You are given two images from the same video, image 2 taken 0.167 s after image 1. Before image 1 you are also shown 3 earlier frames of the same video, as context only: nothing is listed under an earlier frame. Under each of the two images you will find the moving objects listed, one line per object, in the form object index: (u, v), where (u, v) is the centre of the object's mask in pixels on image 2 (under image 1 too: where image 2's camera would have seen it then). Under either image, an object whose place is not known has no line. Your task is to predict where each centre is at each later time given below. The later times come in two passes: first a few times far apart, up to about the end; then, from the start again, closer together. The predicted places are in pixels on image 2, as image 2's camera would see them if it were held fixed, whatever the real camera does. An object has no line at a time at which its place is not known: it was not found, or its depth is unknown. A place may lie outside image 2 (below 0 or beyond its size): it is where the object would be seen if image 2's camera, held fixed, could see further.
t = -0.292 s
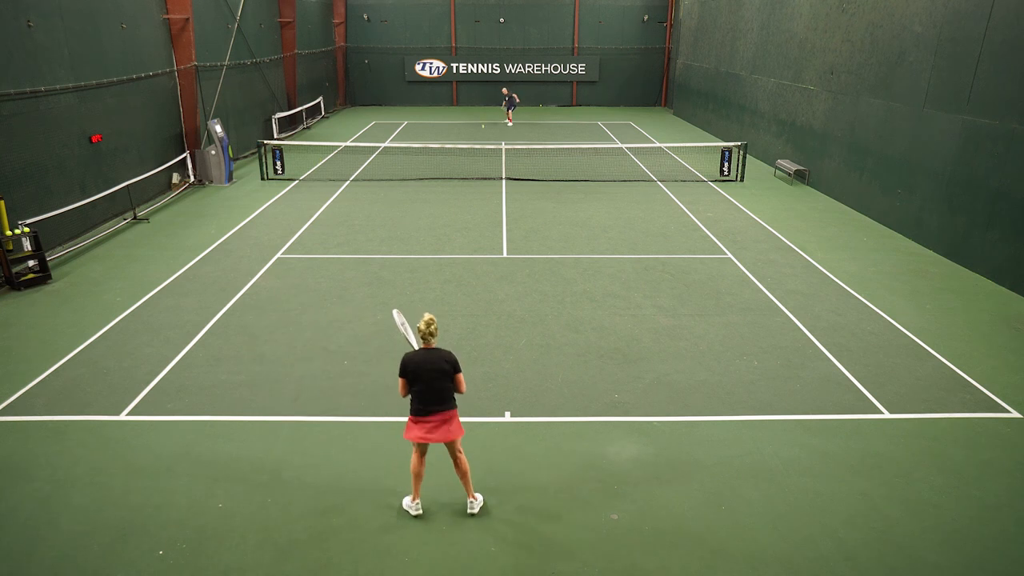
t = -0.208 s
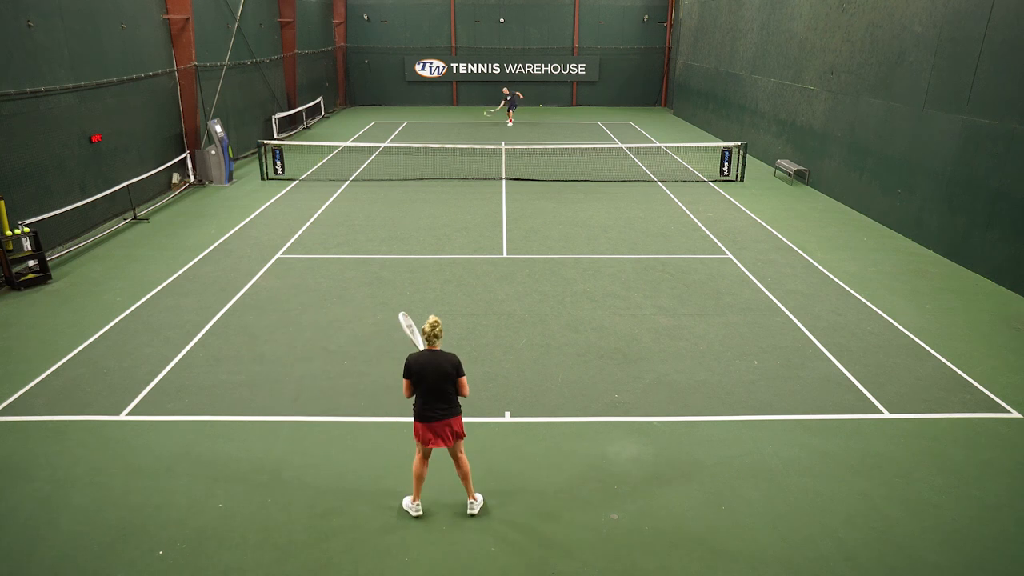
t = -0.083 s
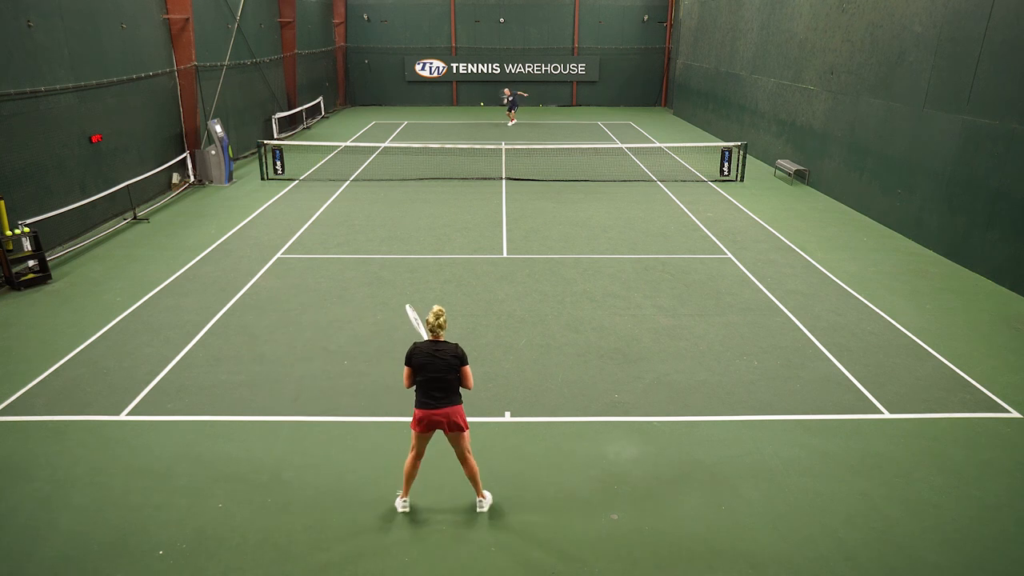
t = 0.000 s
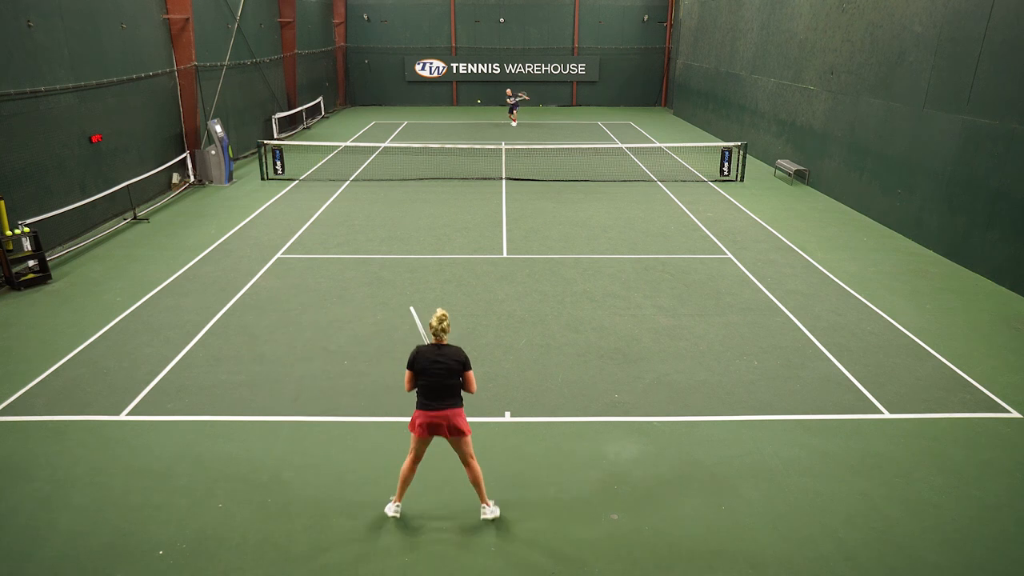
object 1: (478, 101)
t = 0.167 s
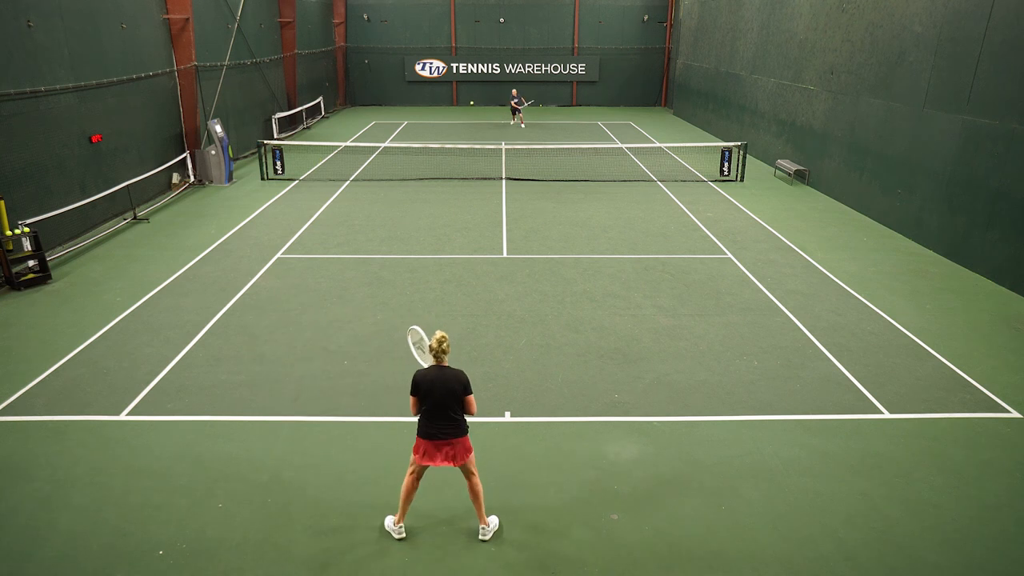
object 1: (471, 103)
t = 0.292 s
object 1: (464, 111)
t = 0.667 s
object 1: (434, 200)
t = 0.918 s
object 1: (409, 264)
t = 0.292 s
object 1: (464, 111)
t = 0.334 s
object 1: (462, 116)
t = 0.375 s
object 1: (459, 121)
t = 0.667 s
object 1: (434, 200)
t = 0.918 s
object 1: (409, 264)
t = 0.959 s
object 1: (406, 261)
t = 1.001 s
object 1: (402, 259)
